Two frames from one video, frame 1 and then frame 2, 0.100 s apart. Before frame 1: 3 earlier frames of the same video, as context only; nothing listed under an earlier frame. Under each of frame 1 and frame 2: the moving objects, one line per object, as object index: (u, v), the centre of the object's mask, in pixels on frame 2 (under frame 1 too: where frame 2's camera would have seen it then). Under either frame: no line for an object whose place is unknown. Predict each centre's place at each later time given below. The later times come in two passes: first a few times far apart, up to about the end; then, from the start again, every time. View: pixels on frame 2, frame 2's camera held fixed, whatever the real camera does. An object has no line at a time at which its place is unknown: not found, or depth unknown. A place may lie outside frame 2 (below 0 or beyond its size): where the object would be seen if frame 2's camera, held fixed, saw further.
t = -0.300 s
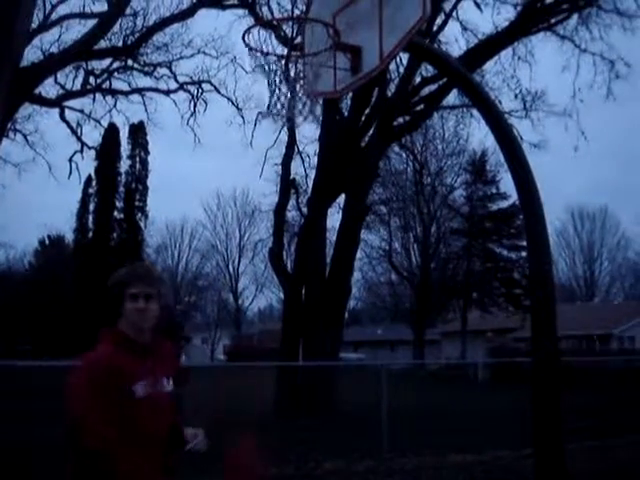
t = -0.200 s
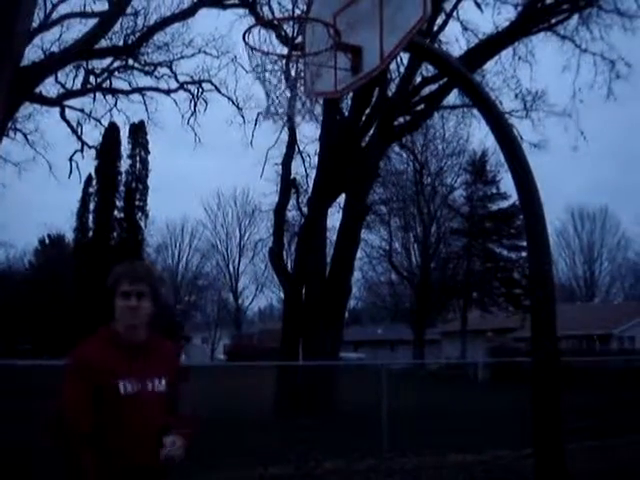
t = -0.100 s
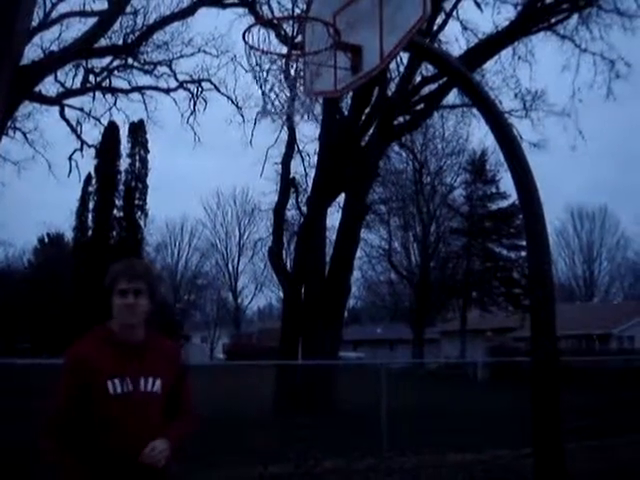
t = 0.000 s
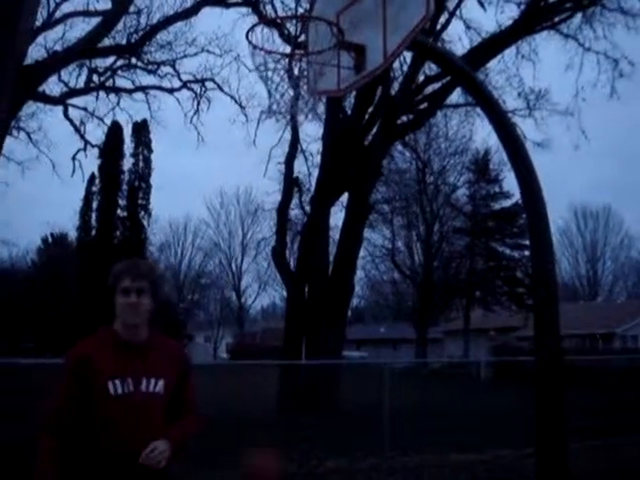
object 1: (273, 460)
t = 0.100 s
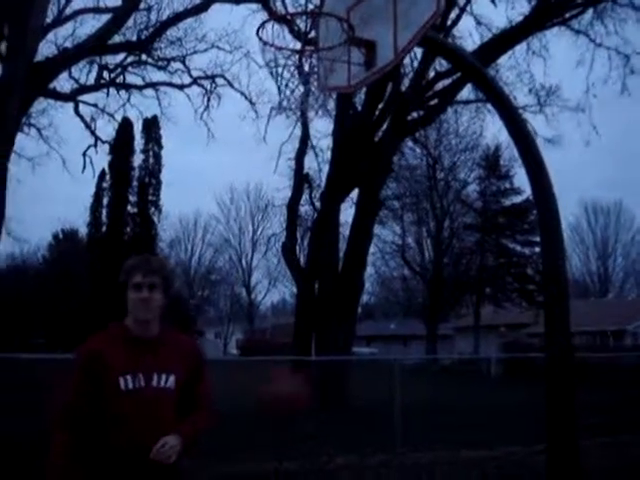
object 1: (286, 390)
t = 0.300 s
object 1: (315, 310)
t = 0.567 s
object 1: (349, 342)
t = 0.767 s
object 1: (384, 464)
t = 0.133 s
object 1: (291, 373)
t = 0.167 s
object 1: (295, 360)
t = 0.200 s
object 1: (299, 345)
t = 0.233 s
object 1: (302, 334)
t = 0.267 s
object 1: (312, 318)
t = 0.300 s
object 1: (315, 310)
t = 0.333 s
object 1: (320, 307)
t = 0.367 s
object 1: (323, 304)
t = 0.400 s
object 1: (328, 303)
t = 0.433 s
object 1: (331, 305)
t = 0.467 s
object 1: (336, 308)
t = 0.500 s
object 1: (342, 317)
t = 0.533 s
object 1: (346, 329)
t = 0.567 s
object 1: (349, 342)
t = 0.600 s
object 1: (356, 353)
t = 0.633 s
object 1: (360, 365)
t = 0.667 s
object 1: (366, 386)
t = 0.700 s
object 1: (370, 413)
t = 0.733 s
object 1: (373, 433)
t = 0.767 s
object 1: (384, 464)
